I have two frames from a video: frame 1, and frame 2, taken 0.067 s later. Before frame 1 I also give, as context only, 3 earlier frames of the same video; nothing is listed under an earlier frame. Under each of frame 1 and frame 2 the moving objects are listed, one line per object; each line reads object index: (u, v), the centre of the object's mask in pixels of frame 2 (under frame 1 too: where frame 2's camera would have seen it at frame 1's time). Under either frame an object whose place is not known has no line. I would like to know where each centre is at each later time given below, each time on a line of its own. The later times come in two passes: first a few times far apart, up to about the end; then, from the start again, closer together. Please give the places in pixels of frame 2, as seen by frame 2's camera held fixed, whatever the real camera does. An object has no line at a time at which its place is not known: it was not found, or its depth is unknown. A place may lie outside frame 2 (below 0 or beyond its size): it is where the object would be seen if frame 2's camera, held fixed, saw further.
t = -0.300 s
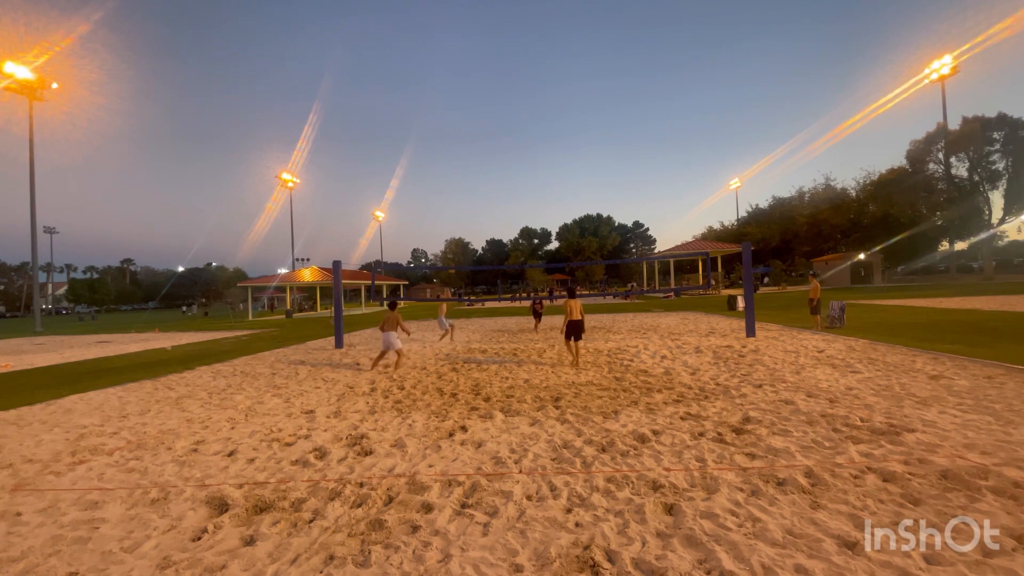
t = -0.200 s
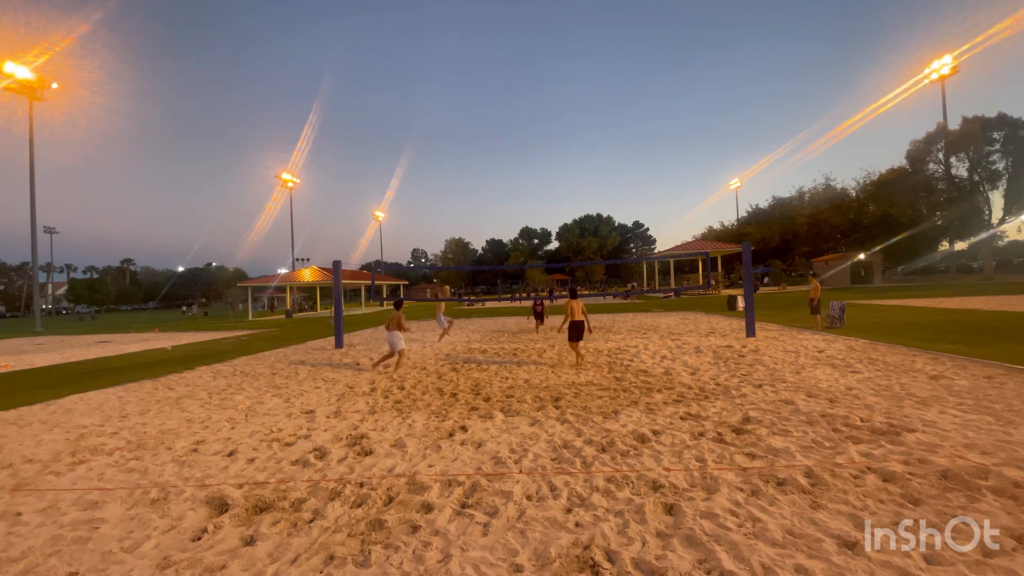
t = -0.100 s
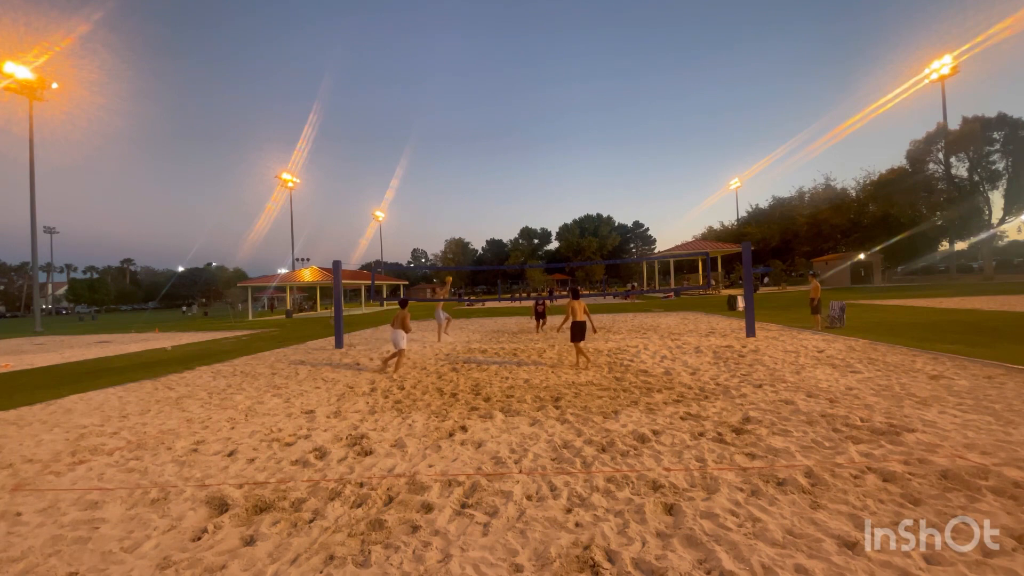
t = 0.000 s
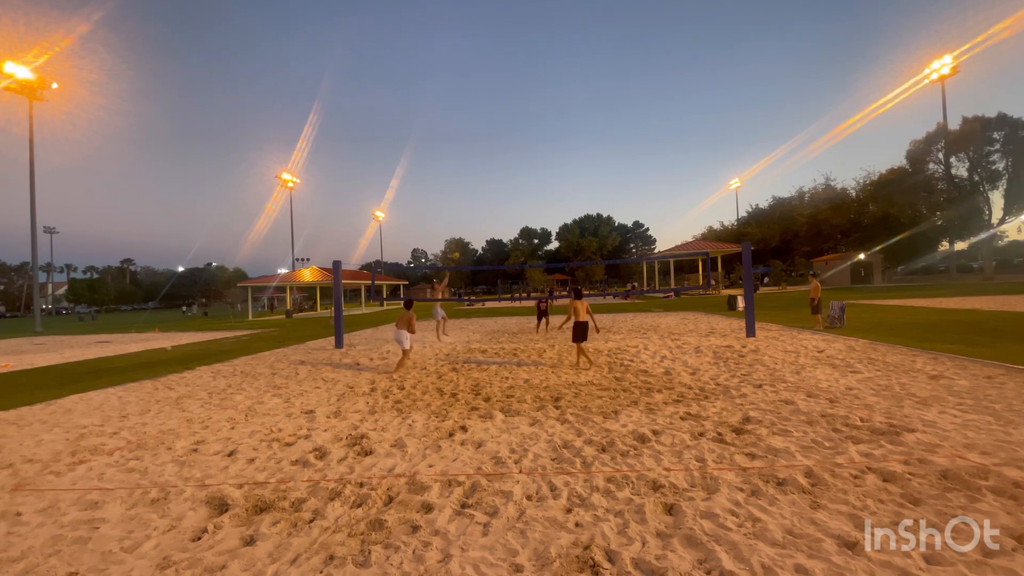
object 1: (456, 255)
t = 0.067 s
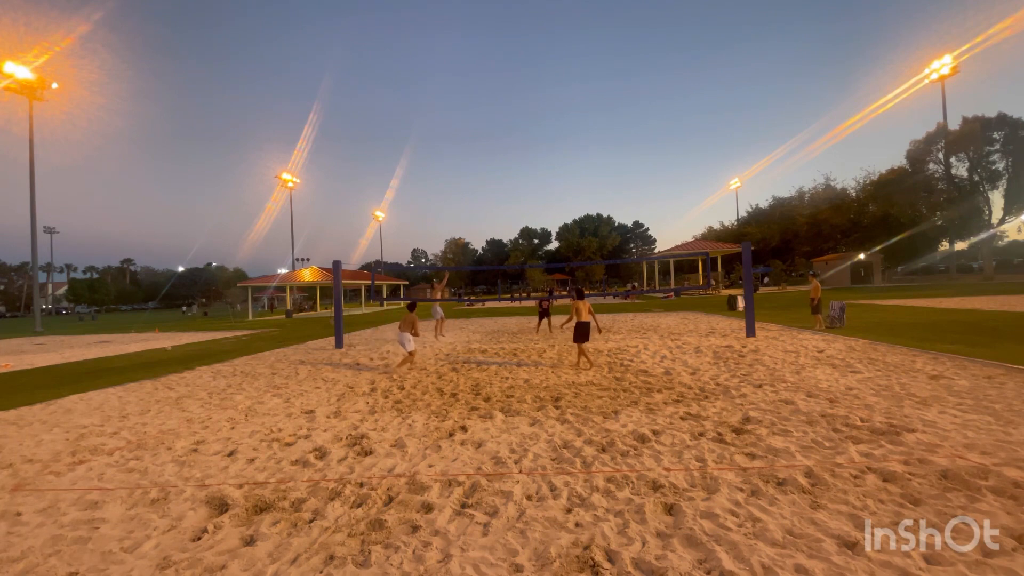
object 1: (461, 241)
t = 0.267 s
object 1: (475, 209)
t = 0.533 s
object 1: (495, 185)
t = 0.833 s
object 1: (517, 185)
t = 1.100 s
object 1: (537, 209)
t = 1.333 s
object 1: (555, 246)
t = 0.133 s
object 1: (465, 229)
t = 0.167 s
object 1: (468, 223)
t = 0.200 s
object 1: (470, 218)
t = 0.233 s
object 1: (473, 213)
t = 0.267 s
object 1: (475, 209)
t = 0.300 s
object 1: (477, 205)
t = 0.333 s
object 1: (480, 201)
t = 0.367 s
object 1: (482, 197)
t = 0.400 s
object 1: (485, 194)
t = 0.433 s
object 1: (487, 191)
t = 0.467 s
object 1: (490, 189)
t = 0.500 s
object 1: (492, 187)
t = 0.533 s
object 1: (495, 185)
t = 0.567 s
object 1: (497, 184)
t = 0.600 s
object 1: (500, 183)
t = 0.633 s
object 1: (502, 182)
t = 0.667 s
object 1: (505, 182)
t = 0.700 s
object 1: (507, 182)
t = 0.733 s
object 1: (510, 182)
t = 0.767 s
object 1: (512, 183)
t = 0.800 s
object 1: (515, 184)
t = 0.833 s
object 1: (517, 185)
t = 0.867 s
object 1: (520, 187)
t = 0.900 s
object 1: (523, 189)
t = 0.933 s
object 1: (525, 192)
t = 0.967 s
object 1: (528, 195)
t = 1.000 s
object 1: (530, 198)
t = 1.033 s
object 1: (533, 201)
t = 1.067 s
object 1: (535, 205)
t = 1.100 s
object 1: (537, 209)
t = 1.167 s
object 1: (543, 218)
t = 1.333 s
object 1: (555, 246)
